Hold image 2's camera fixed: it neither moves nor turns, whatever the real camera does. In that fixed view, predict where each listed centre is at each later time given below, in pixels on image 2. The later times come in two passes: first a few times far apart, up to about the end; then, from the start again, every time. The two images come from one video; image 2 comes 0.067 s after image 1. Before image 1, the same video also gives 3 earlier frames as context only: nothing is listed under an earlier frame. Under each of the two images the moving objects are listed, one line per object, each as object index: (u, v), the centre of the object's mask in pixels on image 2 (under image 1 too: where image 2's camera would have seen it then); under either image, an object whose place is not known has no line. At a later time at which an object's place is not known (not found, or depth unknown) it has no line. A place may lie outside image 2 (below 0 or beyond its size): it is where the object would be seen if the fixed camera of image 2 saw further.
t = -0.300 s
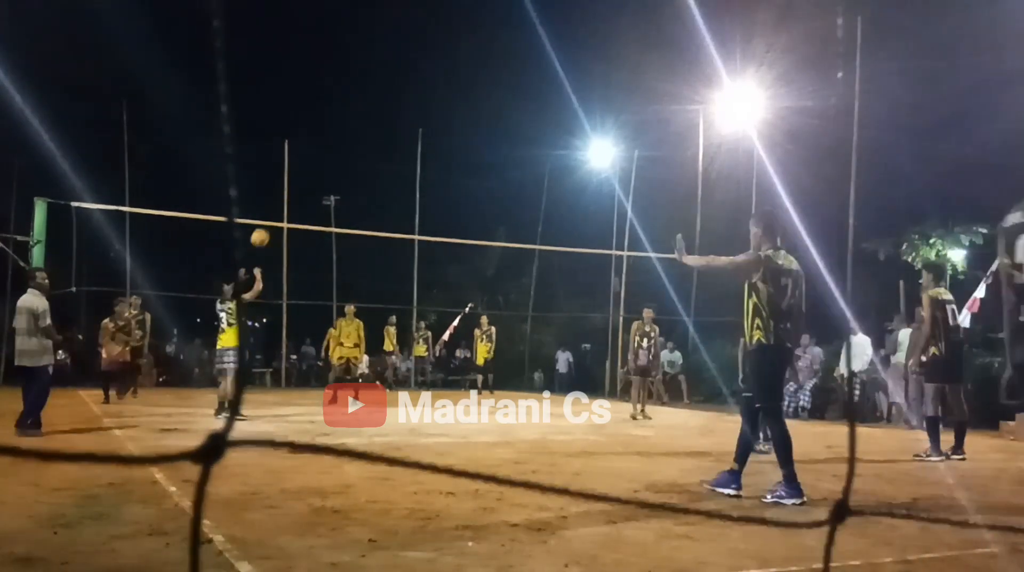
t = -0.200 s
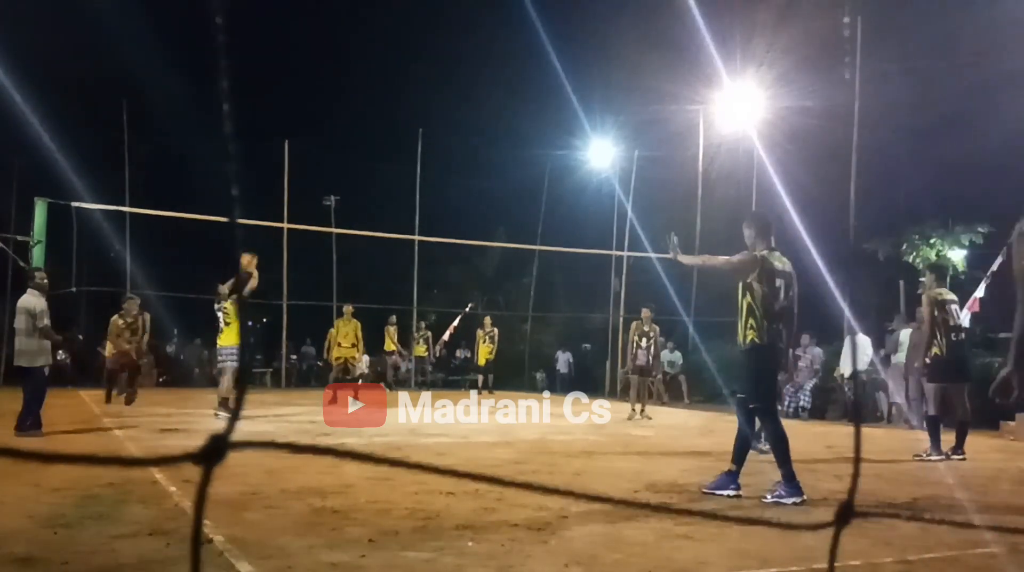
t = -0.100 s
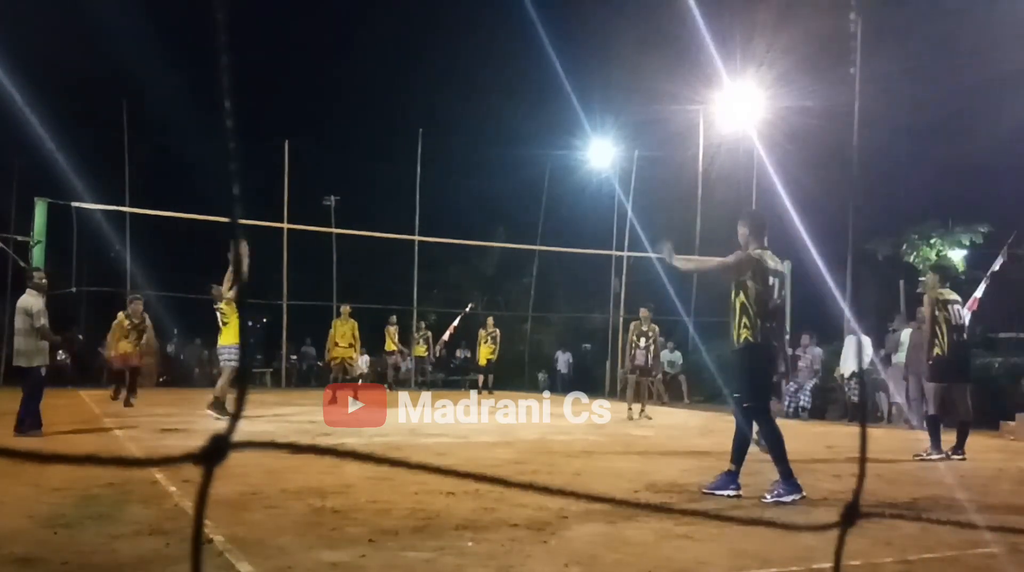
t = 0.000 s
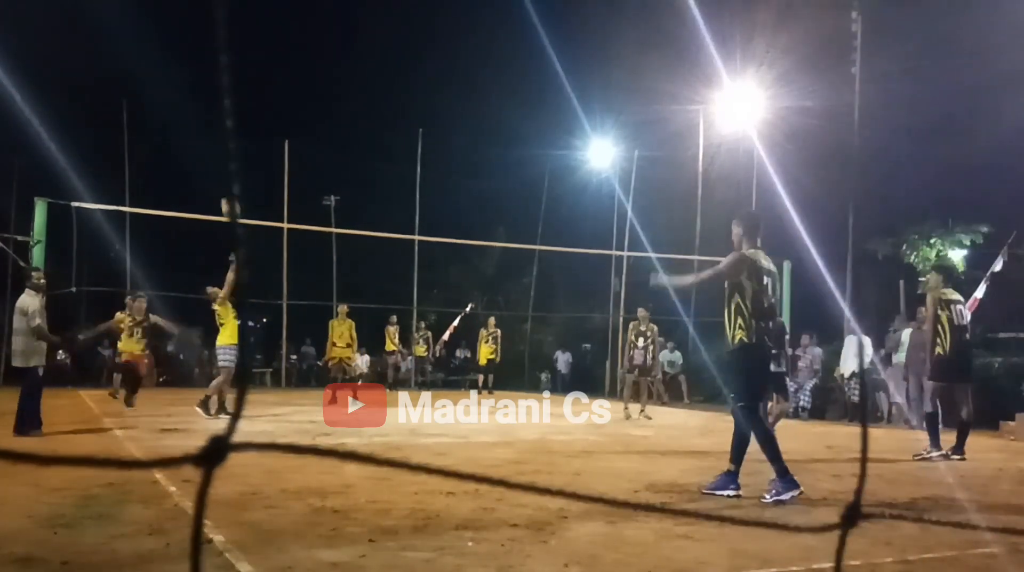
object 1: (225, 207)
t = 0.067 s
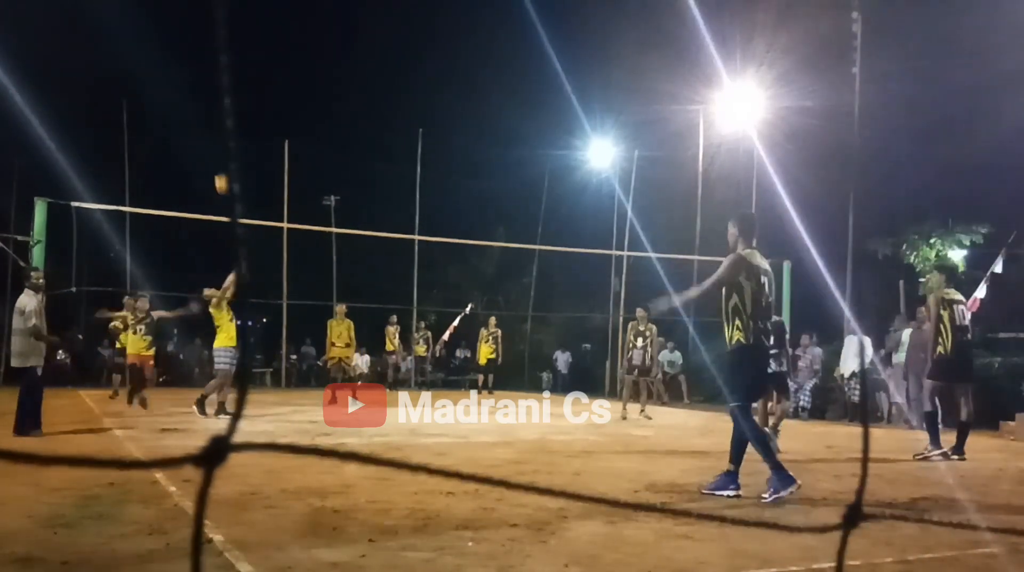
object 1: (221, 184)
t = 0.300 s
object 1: (202, 128)
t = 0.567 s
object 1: (174, 116)
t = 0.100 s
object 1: (219, 173)
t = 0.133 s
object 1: (217, 164)
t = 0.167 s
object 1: (215, 155)
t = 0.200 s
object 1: (212, 146)
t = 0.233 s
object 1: (208, 140)
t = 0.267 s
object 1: (205, 133)
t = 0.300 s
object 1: (202, 128)
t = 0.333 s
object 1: (198, 124)
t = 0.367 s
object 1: (195, 120)
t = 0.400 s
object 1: (192, 117)
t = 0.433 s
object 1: (189, 115)
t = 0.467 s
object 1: (185, 114)
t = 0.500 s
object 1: (181, 114)
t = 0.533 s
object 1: (178, 114)
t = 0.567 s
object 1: (174, 116)
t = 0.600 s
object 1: (171, 119)
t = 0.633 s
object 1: (167, 122)
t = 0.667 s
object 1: (163, 126)
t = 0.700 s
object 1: (160, 132)
